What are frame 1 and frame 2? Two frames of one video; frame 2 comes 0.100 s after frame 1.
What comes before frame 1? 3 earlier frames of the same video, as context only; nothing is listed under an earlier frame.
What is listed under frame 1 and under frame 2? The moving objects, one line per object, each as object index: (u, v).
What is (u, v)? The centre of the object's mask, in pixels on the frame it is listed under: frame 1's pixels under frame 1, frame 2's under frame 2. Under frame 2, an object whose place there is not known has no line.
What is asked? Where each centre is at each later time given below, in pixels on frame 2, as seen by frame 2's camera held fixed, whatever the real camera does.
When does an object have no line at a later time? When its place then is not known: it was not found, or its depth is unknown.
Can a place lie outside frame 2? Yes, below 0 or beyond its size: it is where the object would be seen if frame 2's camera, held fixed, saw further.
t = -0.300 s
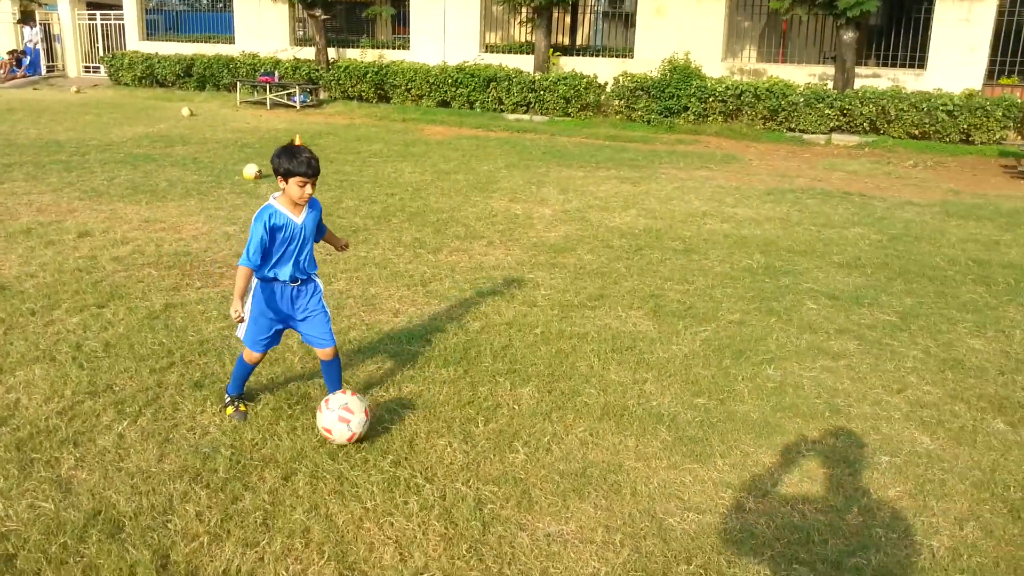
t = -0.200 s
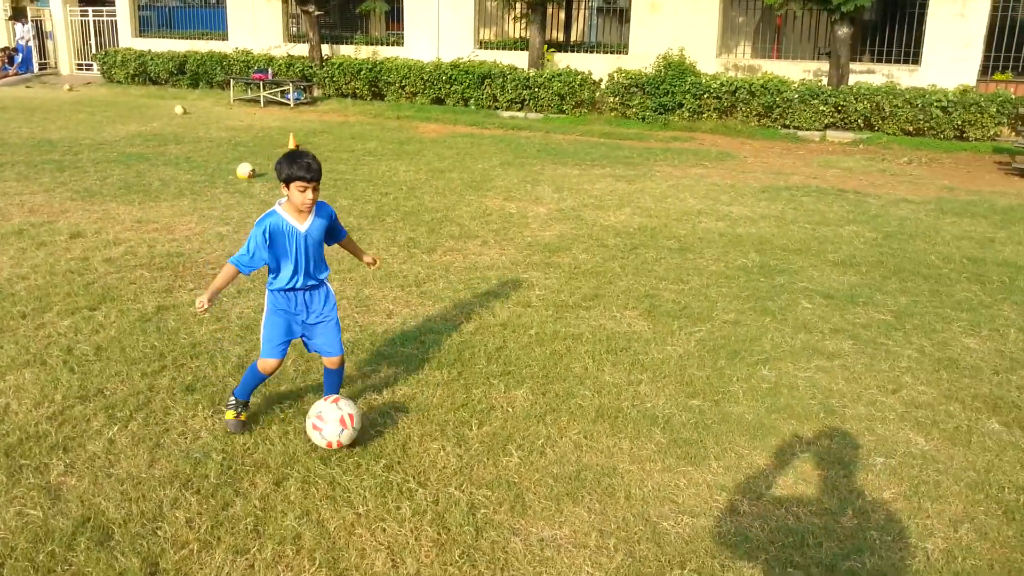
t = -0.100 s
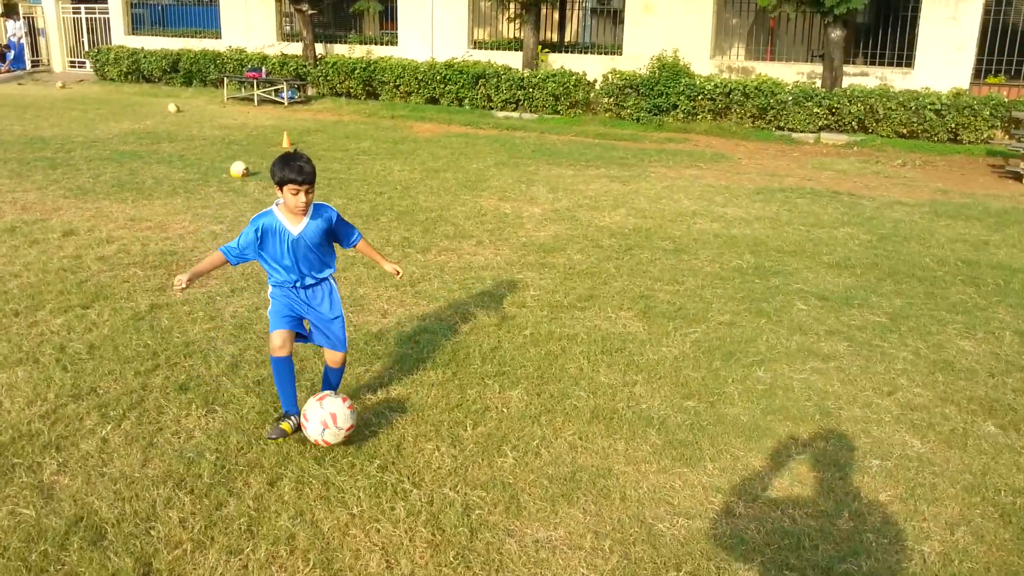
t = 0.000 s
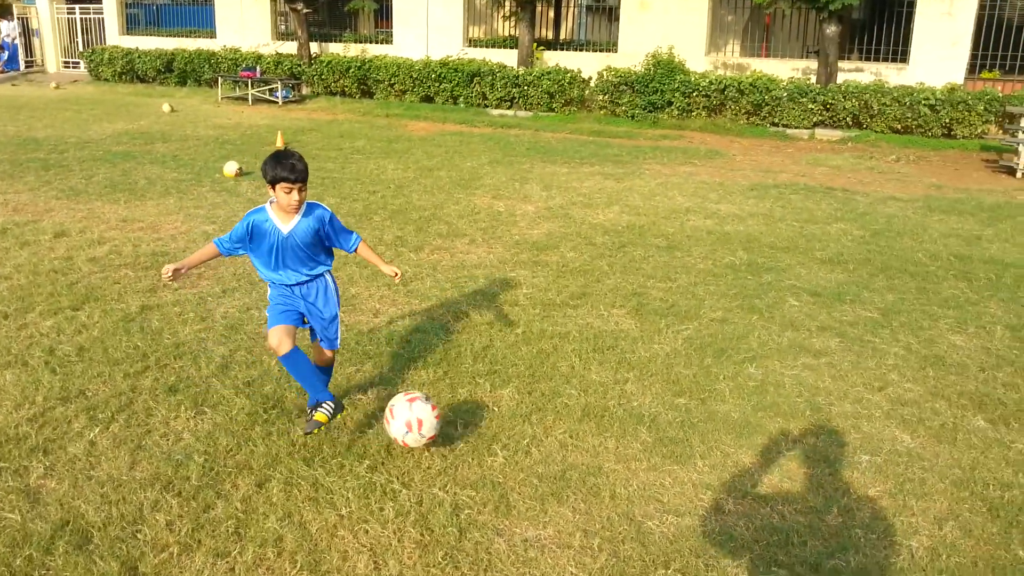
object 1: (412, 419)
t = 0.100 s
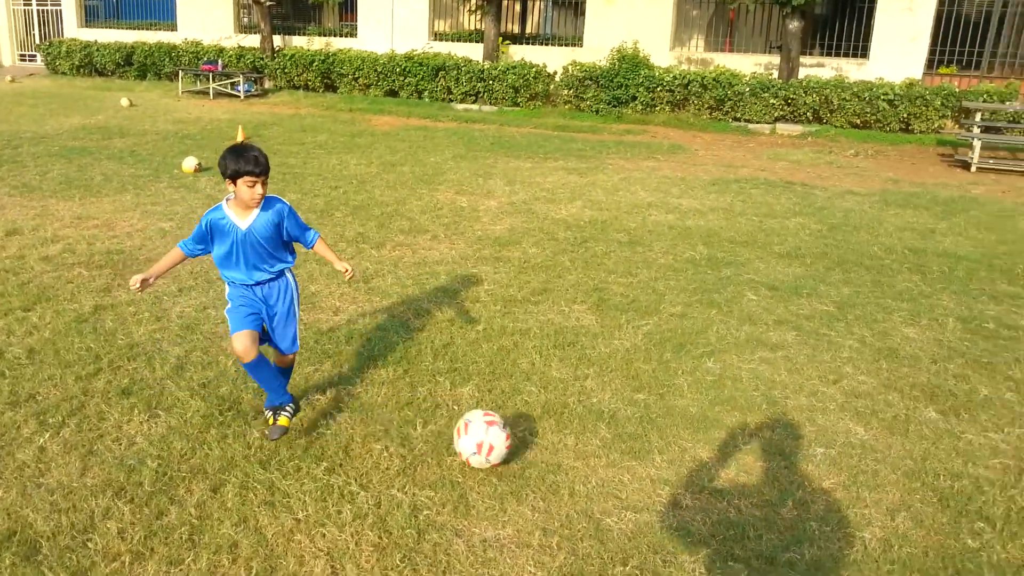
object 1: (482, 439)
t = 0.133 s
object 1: (519, 450)
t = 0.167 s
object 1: (555, 463)
